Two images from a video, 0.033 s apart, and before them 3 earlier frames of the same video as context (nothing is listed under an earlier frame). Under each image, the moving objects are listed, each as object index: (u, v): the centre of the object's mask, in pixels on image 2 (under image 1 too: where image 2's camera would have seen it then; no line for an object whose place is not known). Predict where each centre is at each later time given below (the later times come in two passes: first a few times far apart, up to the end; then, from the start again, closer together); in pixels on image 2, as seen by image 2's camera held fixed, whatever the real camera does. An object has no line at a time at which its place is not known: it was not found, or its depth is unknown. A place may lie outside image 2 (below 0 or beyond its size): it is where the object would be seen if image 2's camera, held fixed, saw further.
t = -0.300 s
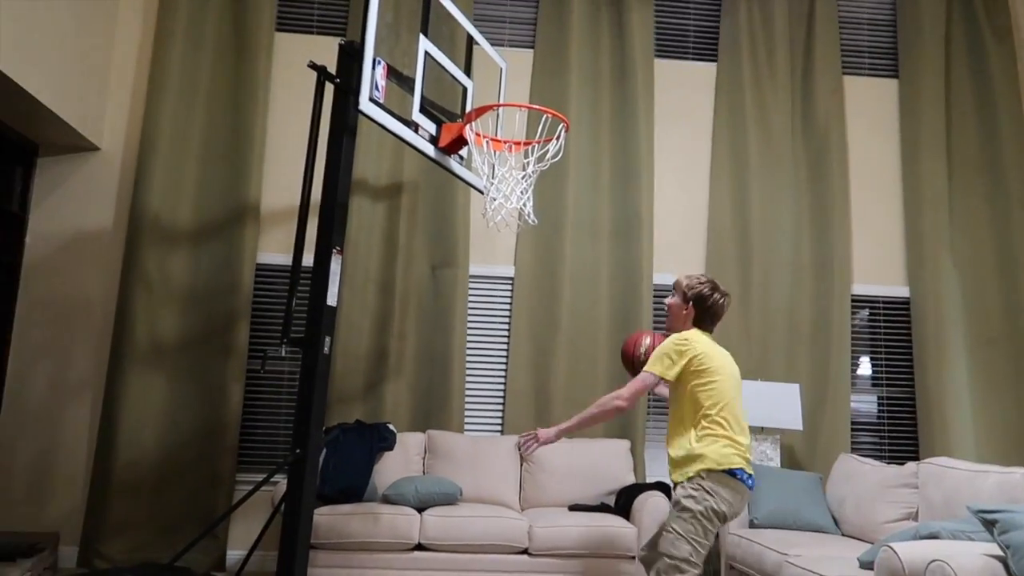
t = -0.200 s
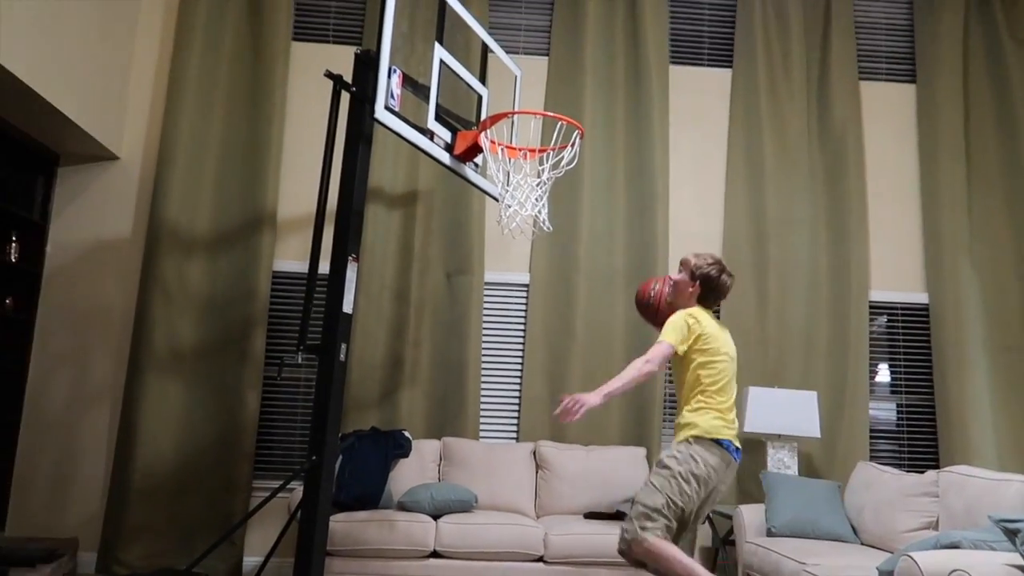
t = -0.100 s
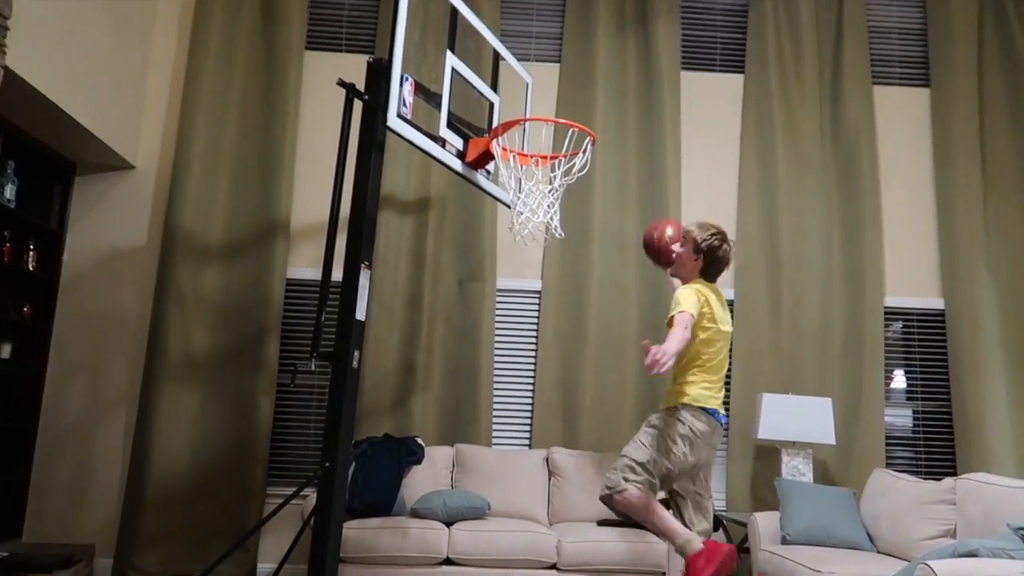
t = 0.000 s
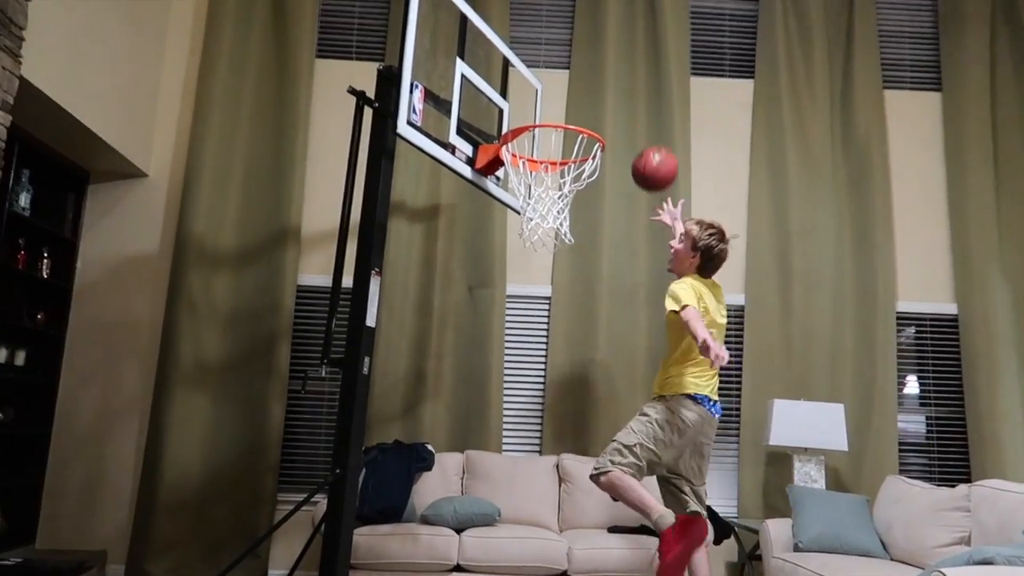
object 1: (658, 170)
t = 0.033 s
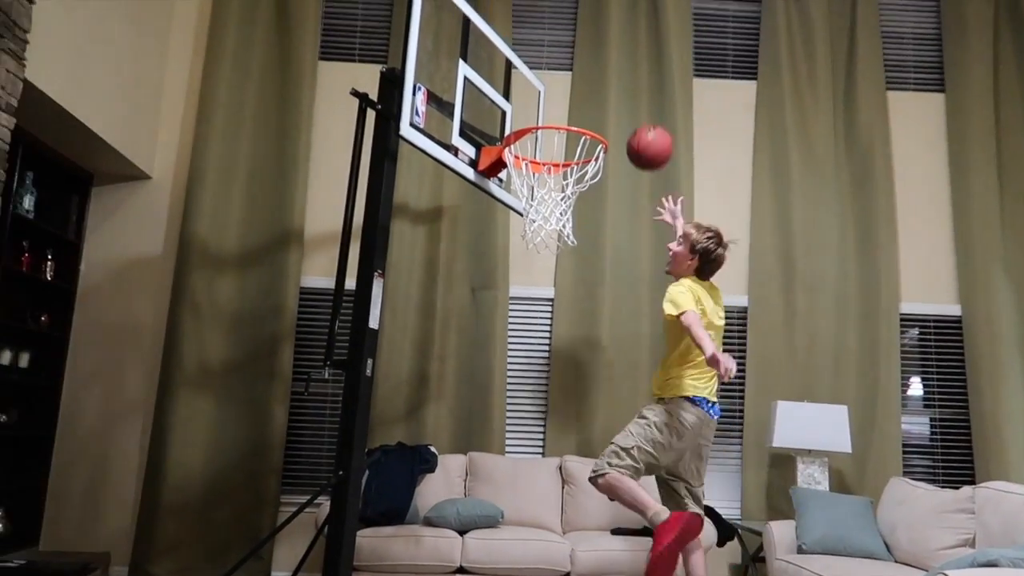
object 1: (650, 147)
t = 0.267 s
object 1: (593, 38)
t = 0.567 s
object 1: (511, 35)
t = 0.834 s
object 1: (497, 96)
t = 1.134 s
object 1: (457, 121)
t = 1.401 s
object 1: (397, 370)
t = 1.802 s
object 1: (317, 538)
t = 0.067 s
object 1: (642, 126)
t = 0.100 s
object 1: (633, 107)
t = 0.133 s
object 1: (626, 89)
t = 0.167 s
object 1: (618, 74)
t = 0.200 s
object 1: (609, 60)
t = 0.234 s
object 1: (601, 48)
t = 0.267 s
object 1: (593, 38)
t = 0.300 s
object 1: (584, 30)
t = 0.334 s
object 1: (576, 24)
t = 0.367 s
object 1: (567, 20)
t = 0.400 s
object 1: (558, 17)
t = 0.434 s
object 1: (549, 16)
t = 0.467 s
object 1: (540, 18)
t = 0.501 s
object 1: (530, 22)
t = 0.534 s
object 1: (521, 27)
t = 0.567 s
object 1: (511, 35)
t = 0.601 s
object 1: (501, 45)
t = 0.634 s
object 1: (501, 51)
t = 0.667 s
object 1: (502, 61)
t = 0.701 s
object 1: (502, 72)
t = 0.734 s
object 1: (502, 87)
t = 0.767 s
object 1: (502, 104)
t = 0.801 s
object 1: (501, 104)
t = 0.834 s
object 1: (497, 96)
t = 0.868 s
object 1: (494, 89)
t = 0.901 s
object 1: (490, 84)
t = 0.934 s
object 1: (486, 82)
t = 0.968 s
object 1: (482, 82)
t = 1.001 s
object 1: (477, 85)
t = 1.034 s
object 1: (473, 90)
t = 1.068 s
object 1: (467, 97)
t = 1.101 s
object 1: (462, 108)
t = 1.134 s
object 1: (457, 121)
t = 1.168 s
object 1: (451, 138)
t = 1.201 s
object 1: (444, 159)
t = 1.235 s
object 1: (437, 184)
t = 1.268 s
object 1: (430, 211)
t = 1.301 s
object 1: (423, 243)
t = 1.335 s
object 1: (414, 280)
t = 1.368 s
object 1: (405, 322)
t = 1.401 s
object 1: (397, 370)
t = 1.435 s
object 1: (385, 426)
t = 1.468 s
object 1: (373, 487)
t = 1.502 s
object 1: (364, 536)
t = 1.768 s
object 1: (319, 557)
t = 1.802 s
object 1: (317, 538)
